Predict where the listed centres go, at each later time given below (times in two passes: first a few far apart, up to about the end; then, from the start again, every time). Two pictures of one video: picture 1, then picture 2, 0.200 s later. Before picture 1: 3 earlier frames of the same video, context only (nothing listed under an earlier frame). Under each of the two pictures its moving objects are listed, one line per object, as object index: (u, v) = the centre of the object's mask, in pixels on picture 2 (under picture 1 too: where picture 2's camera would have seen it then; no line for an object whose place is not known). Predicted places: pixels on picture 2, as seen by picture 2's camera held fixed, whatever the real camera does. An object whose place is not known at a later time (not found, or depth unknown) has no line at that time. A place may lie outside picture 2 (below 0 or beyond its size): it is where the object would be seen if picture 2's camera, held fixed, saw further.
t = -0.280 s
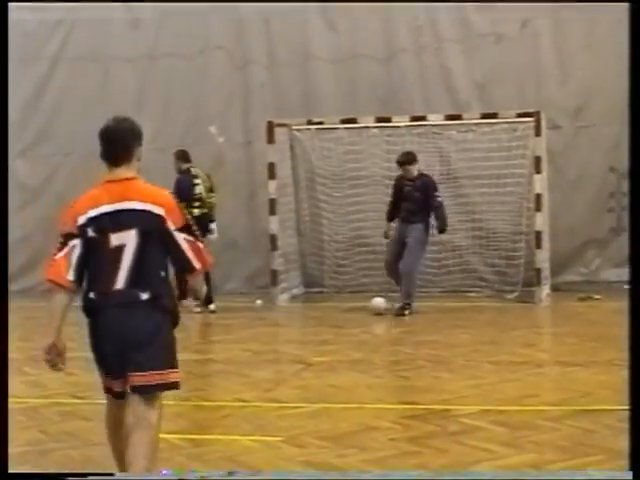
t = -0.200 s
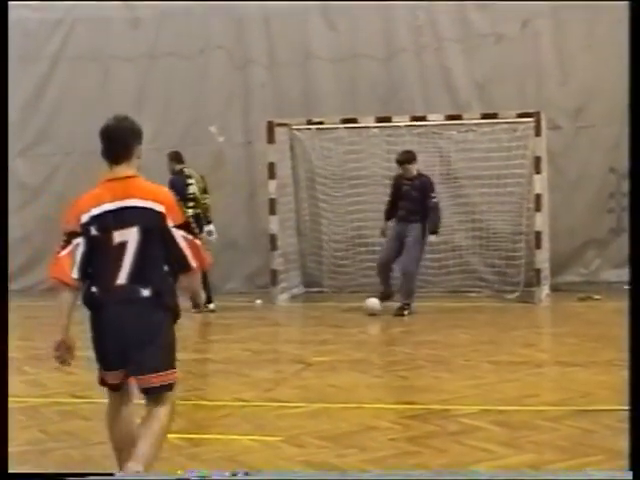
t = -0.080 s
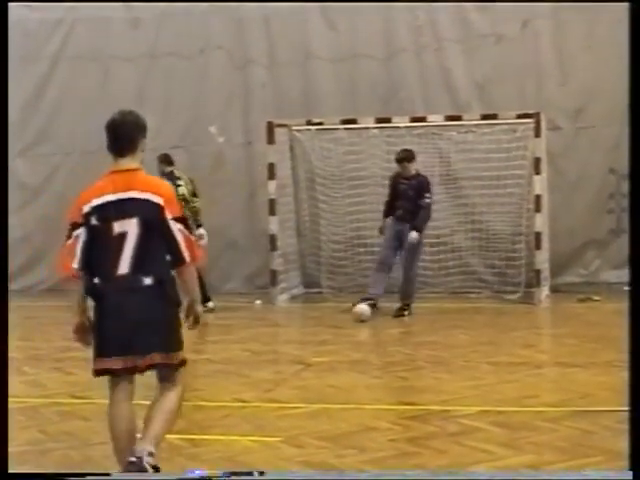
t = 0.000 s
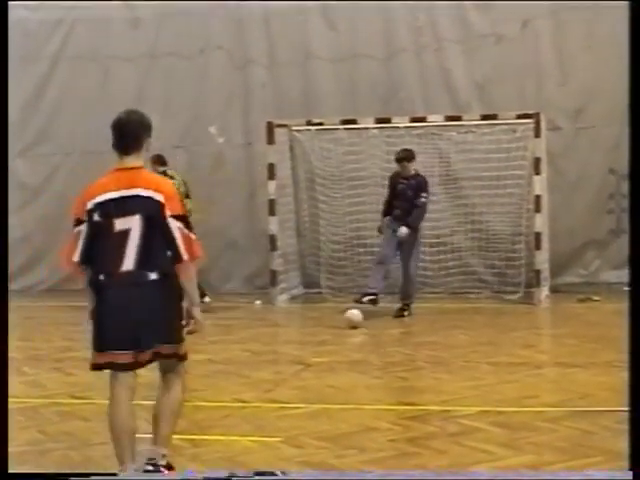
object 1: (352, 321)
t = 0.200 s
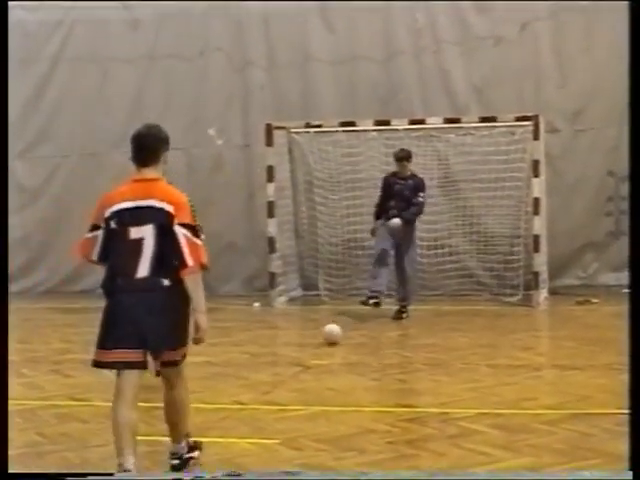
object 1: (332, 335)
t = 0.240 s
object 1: (328, 338)
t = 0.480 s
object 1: (302, 354)
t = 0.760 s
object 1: (265, 376)
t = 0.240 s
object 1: (328, 338)
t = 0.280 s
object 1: (325, 339)
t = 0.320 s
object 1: (321, 343)
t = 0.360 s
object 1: (316, 345)
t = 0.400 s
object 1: (311, 348)
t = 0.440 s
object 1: (307, 351)
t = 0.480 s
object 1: (302, 354)
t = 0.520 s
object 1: (298, 357)
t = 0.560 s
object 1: (293, 360)
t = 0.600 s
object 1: (287, 363)
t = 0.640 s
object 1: (282, 366)
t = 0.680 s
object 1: (276, 369)
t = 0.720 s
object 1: (271, 372)
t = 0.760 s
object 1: (265, 376)
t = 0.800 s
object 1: (258, 379)
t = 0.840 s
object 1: (251, 382)
